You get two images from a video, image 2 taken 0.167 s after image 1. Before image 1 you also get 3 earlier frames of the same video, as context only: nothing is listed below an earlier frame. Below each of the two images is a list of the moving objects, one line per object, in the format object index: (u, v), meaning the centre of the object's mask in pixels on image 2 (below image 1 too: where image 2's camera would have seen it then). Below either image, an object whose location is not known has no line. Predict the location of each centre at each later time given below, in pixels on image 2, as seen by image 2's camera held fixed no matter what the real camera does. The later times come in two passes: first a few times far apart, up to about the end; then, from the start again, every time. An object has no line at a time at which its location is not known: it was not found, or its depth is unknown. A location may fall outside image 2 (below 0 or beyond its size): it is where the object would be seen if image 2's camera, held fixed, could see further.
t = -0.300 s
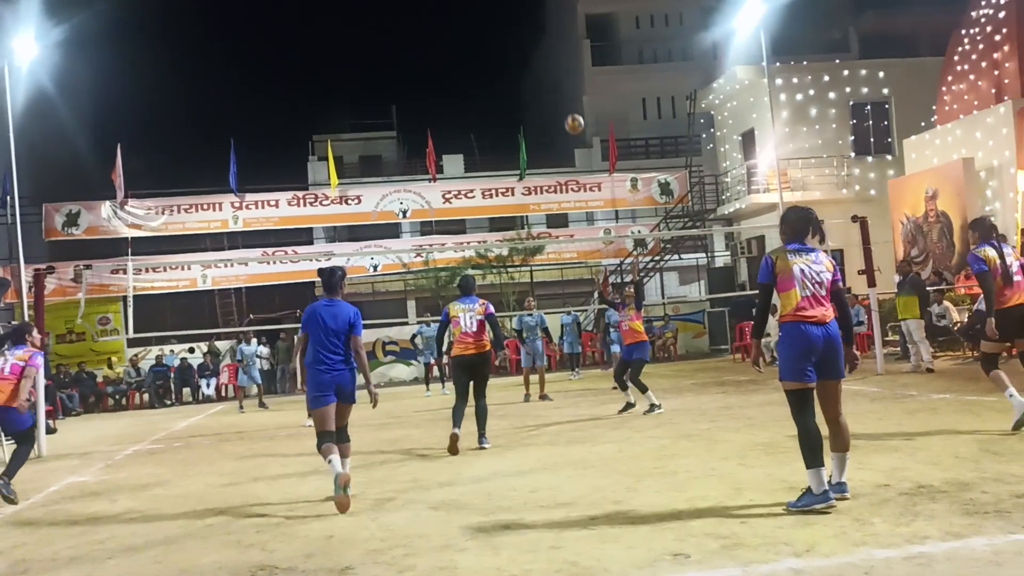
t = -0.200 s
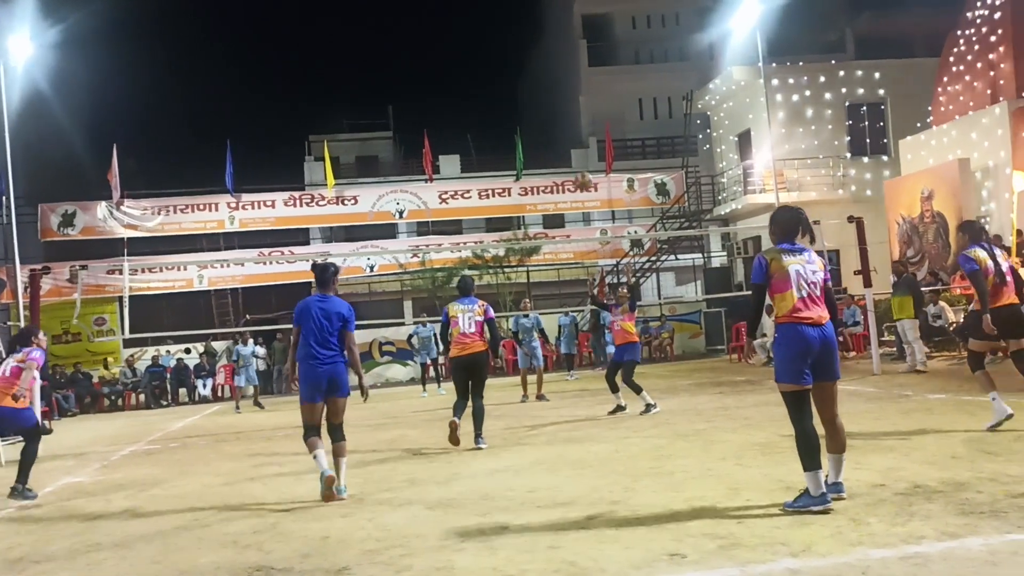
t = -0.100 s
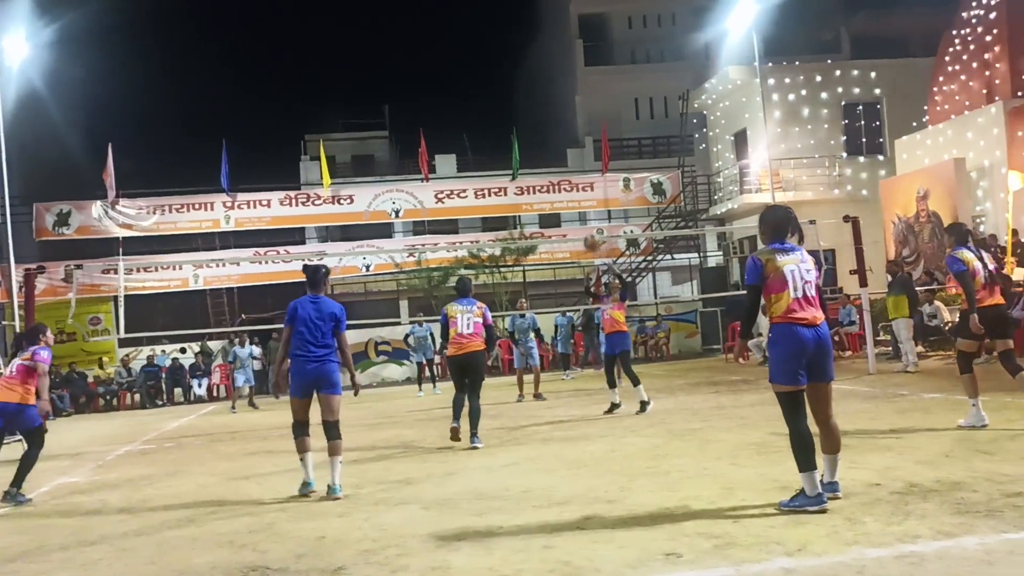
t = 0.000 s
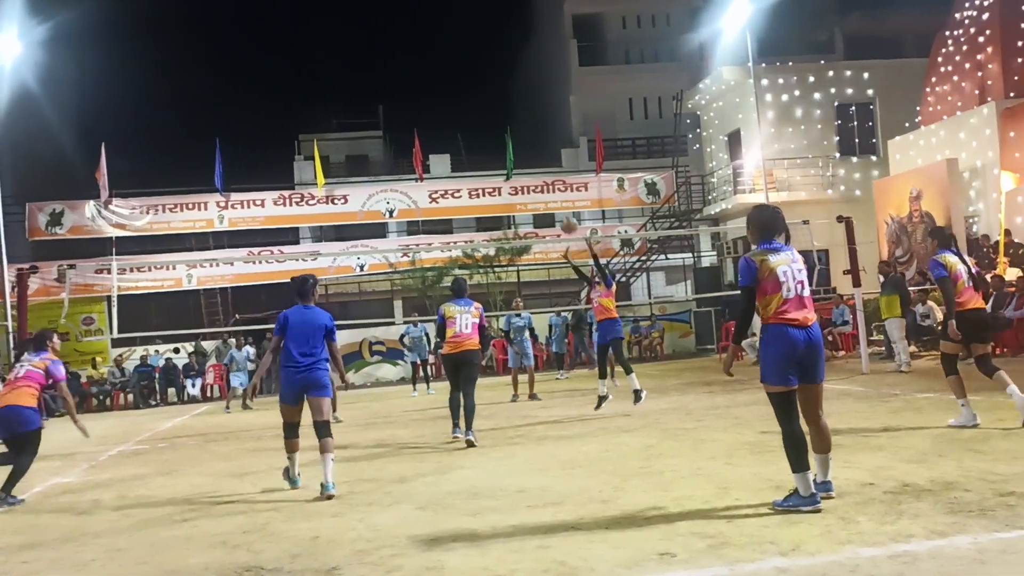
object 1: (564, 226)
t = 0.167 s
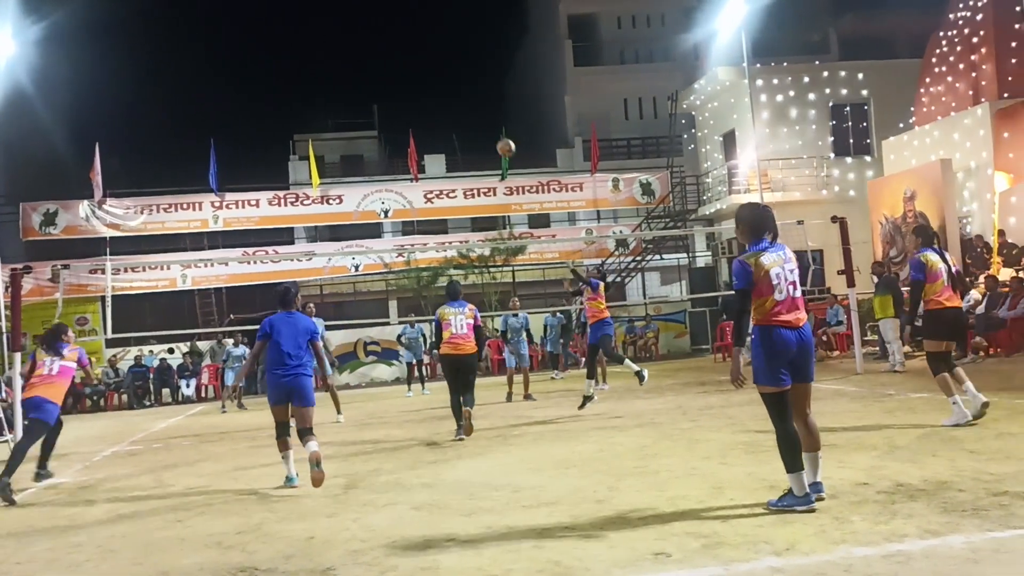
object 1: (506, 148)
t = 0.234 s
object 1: (484, 124)
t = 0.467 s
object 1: (410, 70)
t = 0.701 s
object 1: (342, 62)
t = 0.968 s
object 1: (271, 106)
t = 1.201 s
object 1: (214, 190)
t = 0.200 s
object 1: (495, 135)
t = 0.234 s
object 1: (484, 124)
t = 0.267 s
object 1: (473, 113)
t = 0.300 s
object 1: (462, 104)
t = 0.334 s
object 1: (452, 95)
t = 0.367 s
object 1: (441, 87)
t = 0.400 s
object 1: (431, 81)
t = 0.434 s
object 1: (420, 75)
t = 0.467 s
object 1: (410, 70)
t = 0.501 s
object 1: (400, 66)
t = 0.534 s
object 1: (390, 63)
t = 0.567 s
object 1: (380, 61)
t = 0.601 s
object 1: (370, 60)
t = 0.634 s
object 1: (361, 60)
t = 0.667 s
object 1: (351, 60)
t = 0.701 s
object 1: (342, 62)
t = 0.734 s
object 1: (333, 64)
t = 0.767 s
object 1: (324, 67)
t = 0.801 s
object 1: (315, 71)
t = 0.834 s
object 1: (306, 76)
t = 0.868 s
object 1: (297, 83)
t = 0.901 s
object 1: (288, 89)
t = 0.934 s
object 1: (279, 97)
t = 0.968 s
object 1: (271, 106)
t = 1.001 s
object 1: (262, 115)
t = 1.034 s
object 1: (254, 126)
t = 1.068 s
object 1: (246, 137)
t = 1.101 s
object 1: (238, 150)
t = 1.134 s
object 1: (230, 163)
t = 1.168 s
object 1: (222, 176)
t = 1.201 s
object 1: (214, 190)
